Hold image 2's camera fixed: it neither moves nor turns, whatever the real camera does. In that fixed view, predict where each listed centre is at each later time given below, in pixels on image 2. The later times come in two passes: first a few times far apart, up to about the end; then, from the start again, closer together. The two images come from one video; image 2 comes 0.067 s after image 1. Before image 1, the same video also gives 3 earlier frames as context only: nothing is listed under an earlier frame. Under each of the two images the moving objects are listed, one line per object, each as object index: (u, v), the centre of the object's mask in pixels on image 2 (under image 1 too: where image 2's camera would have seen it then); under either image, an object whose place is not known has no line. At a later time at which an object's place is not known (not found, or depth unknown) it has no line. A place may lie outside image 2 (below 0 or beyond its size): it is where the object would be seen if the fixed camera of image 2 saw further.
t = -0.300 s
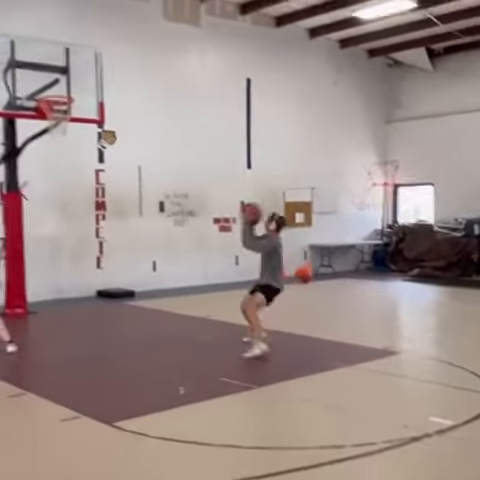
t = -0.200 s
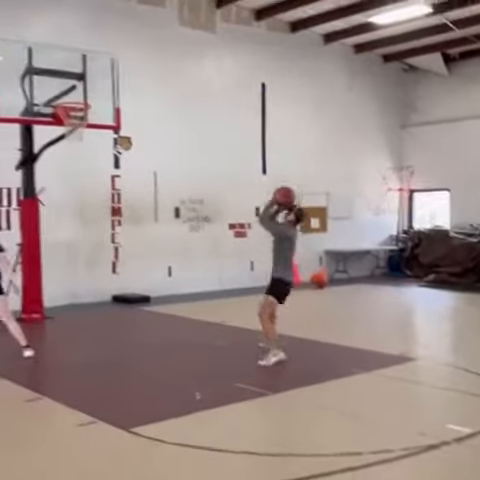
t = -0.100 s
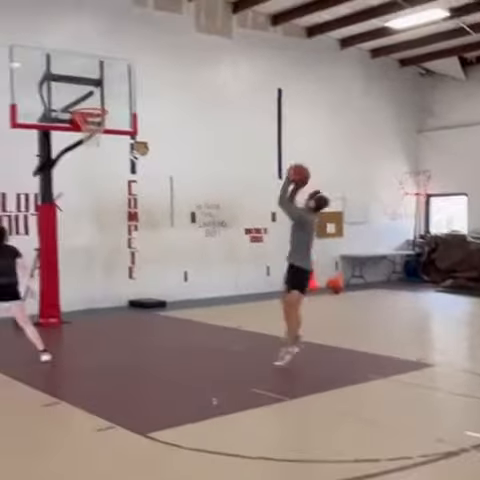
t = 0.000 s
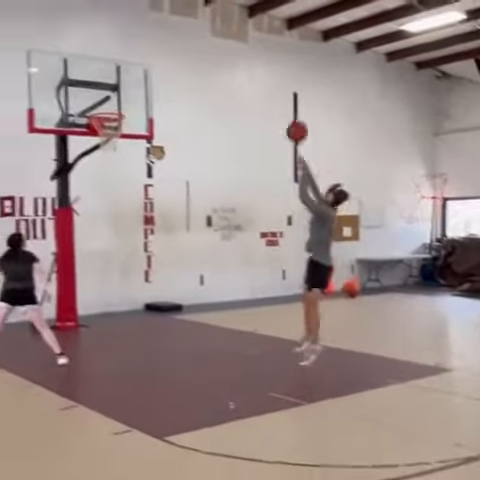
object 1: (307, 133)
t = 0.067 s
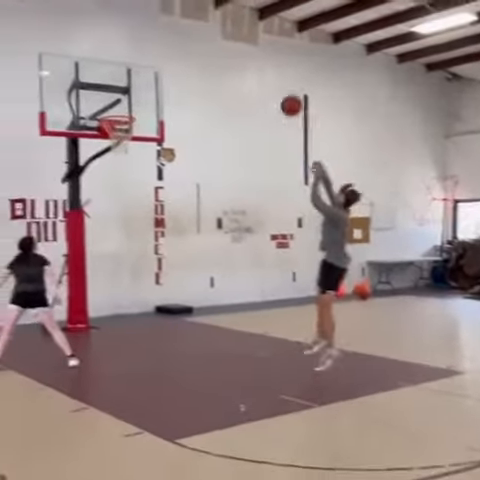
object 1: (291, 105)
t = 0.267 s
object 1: (246, 50)
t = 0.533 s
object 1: (195, 33)
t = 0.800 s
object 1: (151, 72)
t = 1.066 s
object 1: (131, 96)
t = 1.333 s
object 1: (129, 104)
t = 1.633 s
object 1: (107, 130)
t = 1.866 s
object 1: (110, 138)
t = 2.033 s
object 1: (119, 177)
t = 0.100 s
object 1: (283, 93)
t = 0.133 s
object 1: (276, 82)
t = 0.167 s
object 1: (268, 72)
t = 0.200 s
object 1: (261, 63)
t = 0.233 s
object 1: (254, 56)
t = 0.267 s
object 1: (246, 50)
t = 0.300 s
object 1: (240, 44)
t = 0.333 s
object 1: (233, 39)
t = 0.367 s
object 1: (227, 36)
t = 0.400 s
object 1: (220, 34)
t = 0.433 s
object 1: (214, 32)
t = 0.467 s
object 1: (207, 32)
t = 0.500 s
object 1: (201, 32)
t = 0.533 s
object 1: (195, 33)
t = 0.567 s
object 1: (190, 35)
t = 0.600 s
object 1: (184, 38)
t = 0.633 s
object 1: (178, 42)
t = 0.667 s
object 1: (173, 46)
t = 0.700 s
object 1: (167, 52)
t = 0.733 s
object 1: (162, 58)
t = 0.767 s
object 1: (157, 65)
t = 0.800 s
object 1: (151, 72)
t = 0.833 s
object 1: (146, 80)
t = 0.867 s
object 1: (142, 89)
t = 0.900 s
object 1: (138, 98)
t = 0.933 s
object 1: (132, 108)
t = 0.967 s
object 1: (131, 106)
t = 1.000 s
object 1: (132, 102)
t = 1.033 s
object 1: (131, 98)
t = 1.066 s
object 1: (131, 96)
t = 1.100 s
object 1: (131, 95)
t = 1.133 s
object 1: (130, 94)
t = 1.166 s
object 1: (130, 94)
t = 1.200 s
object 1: (130, 94)
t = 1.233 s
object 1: (130, 95)
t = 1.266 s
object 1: (129, 98)
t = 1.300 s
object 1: (129, 100)
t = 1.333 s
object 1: (129, 104)
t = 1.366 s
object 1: (129, 109)
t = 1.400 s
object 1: (128, 113)
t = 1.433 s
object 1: (125, 116)
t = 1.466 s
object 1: (122, 117)
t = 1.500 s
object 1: (119, 120)
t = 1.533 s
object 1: (115, 123)
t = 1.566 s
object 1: (107, 129)
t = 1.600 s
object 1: (108, 129)
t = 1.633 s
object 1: (107, 130)
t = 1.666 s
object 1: (106, 130)
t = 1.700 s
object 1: (106, 131)
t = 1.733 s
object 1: (105, 132)
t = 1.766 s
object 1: (107, 134)
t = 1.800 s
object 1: (106, 134)
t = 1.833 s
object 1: (108, 136)
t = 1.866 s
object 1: (110, 138)
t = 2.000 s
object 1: (117, 170)
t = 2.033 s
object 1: (119, 177)
